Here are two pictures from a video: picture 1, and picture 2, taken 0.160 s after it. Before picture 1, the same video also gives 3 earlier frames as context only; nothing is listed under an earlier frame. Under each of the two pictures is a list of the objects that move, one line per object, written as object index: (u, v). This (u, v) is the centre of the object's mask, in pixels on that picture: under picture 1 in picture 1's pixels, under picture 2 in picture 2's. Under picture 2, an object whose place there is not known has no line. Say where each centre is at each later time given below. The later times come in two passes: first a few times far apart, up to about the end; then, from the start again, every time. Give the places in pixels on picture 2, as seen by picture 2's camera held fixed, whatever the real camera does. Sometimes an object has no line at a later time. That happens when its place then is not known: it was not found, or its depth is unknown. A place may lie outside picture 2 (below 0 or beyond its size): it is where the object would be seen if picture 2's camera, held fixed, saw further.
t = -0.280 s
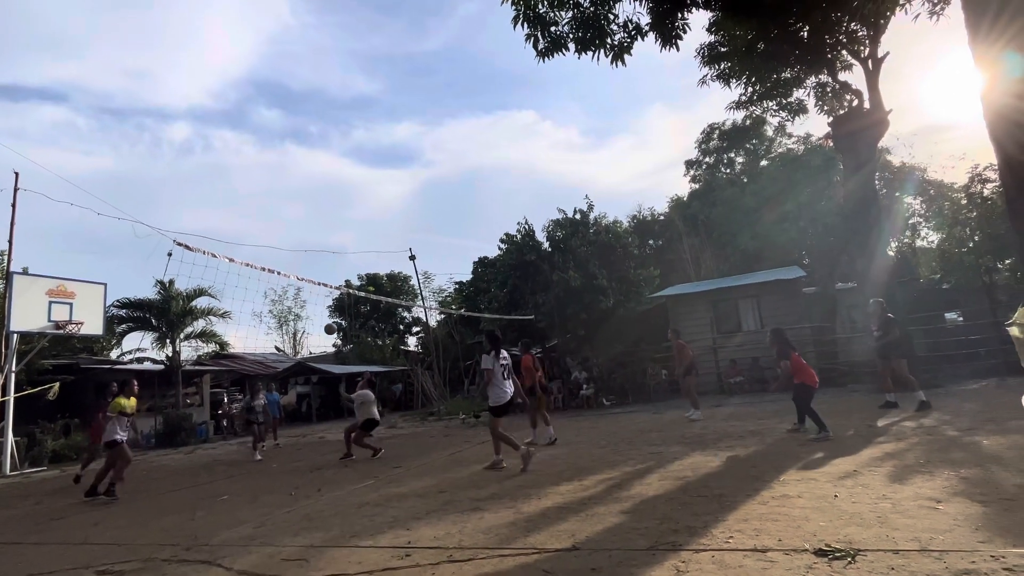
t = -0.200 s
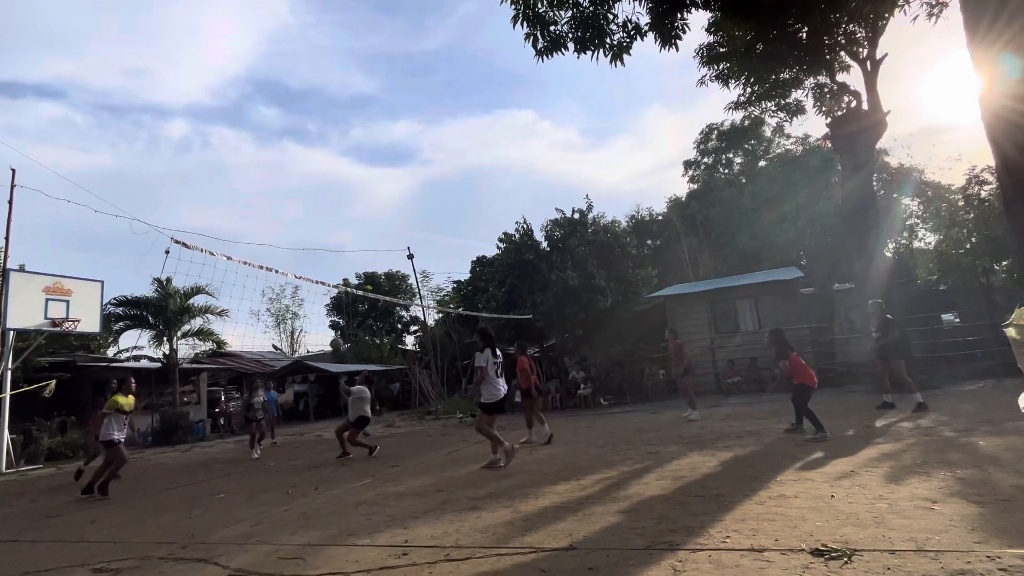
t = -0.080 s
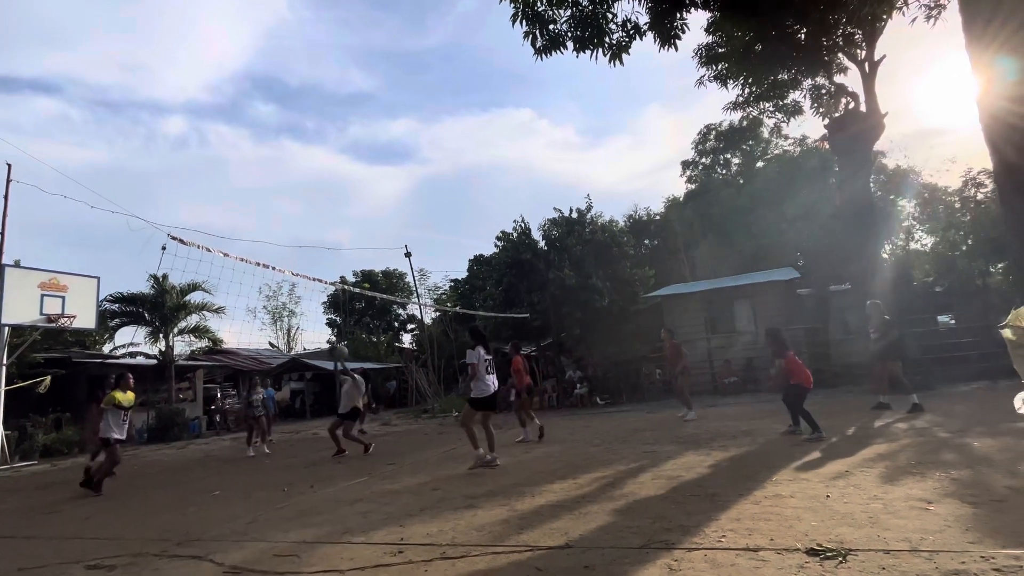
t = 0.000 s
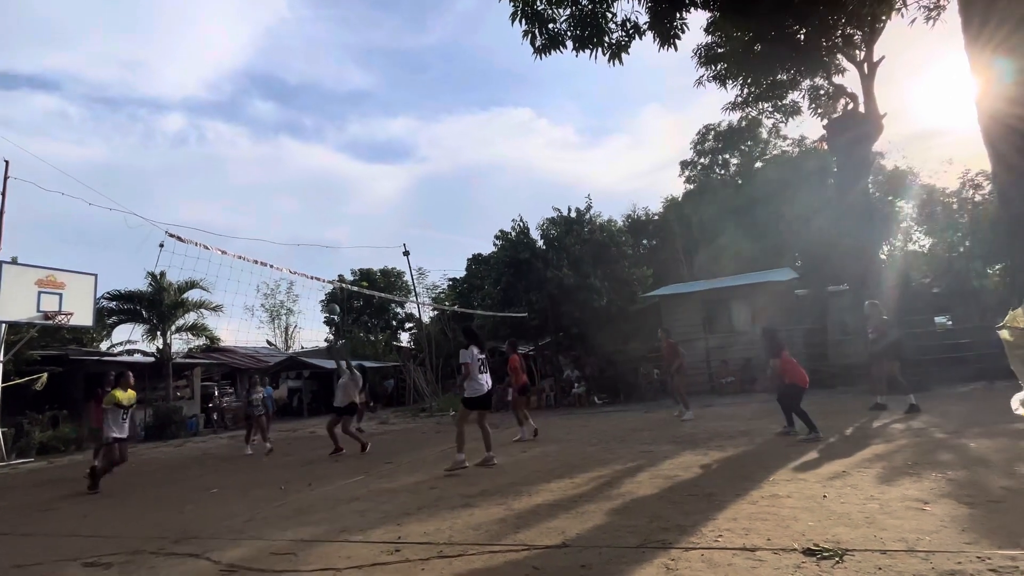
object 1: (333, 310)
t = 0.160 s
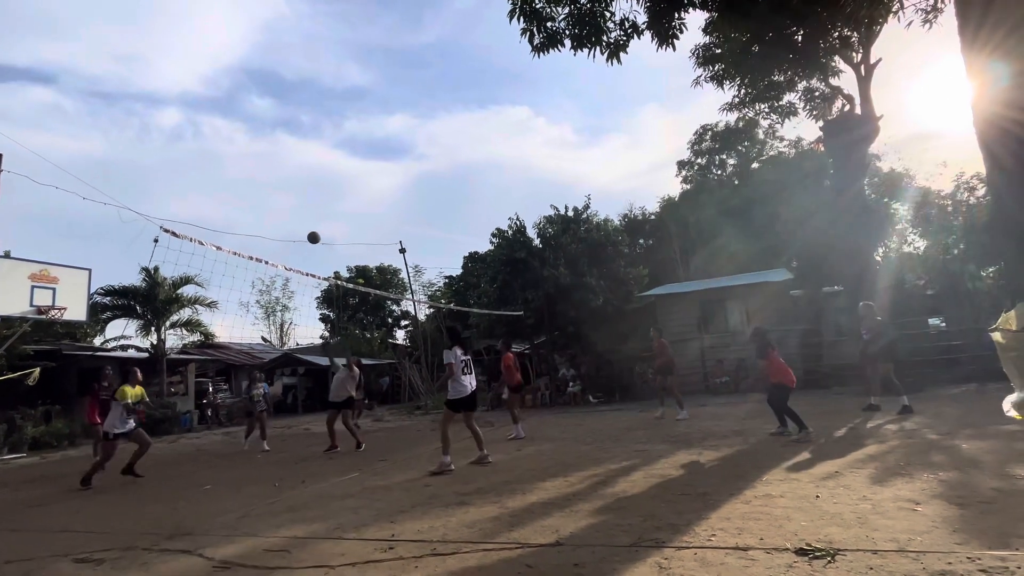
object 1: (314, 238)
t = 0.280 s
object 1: (302, 197)
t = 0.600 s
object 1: (273, 134)
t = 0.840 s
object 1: (250, 128)
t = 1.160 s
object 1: (217, 183)
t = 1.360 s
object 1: (193, 259)
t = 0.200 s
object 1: (310, 223)
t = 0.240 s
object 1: (306, 210)
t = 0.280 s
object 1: (302, 197)
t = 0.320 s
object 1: (299, 186)
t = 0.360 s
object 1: (295, 175)
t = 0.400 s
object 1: (292, 166)
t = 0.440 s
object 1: (288, 157)
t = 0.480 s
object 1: (284, 150)
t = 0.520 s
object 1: (281, 144)
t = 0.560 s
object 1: (277, 138)
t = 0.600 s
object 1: (273, 134)
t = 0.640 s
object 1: (270, 130)
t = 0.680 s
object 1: (266, 128)
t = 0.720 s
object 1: (262, 126)
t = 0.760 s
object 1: (258, 126)
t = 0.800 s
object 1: (255, 127)
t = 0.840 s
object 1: (250, 128)
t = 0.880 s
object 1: (246, 131)
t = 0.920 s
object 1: (242, 135)
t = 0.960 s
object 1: (238, 140)
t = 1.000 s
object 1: (234, 146)
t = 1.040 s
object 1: (230, 153)
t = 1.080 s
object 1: (225, 162)
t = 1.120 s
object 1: (221, 172)
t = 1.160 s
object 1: (217, 183)
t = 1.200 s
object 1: (212, 195)
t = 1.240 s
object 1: (207, 209)
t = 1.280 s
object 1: (202, 224)
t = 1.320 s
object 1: (197, 241)
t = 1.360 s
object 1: (193, 259)
